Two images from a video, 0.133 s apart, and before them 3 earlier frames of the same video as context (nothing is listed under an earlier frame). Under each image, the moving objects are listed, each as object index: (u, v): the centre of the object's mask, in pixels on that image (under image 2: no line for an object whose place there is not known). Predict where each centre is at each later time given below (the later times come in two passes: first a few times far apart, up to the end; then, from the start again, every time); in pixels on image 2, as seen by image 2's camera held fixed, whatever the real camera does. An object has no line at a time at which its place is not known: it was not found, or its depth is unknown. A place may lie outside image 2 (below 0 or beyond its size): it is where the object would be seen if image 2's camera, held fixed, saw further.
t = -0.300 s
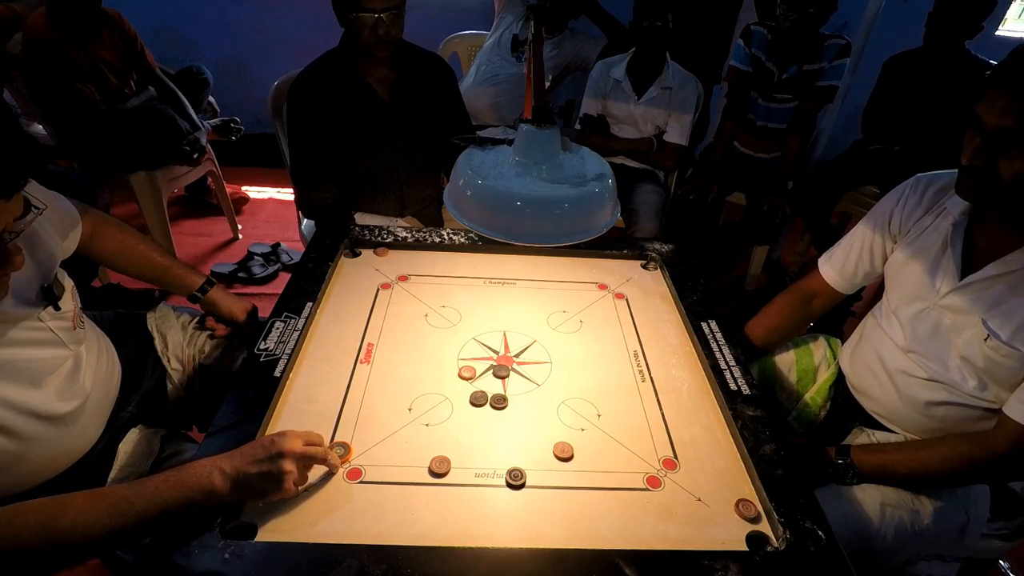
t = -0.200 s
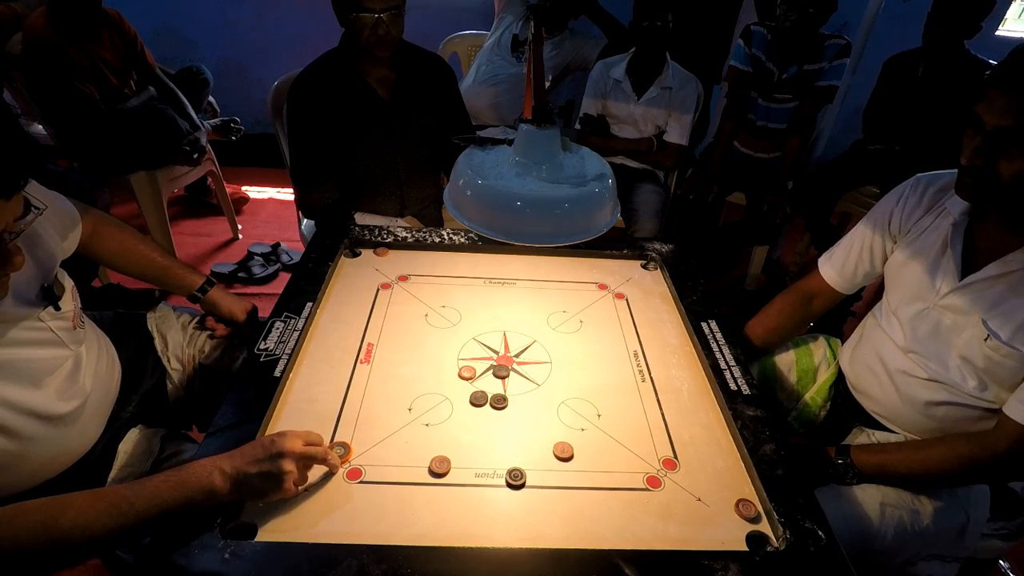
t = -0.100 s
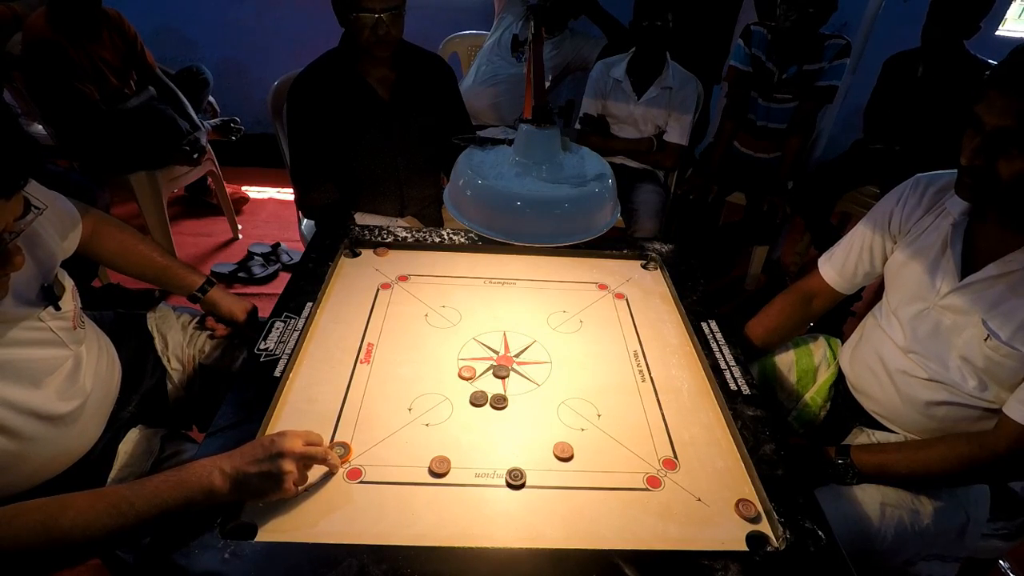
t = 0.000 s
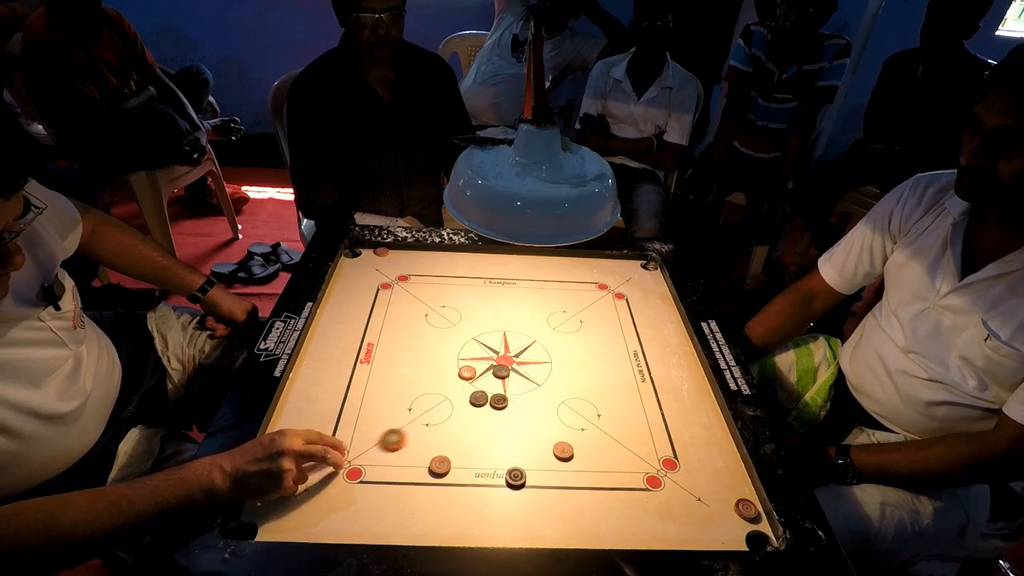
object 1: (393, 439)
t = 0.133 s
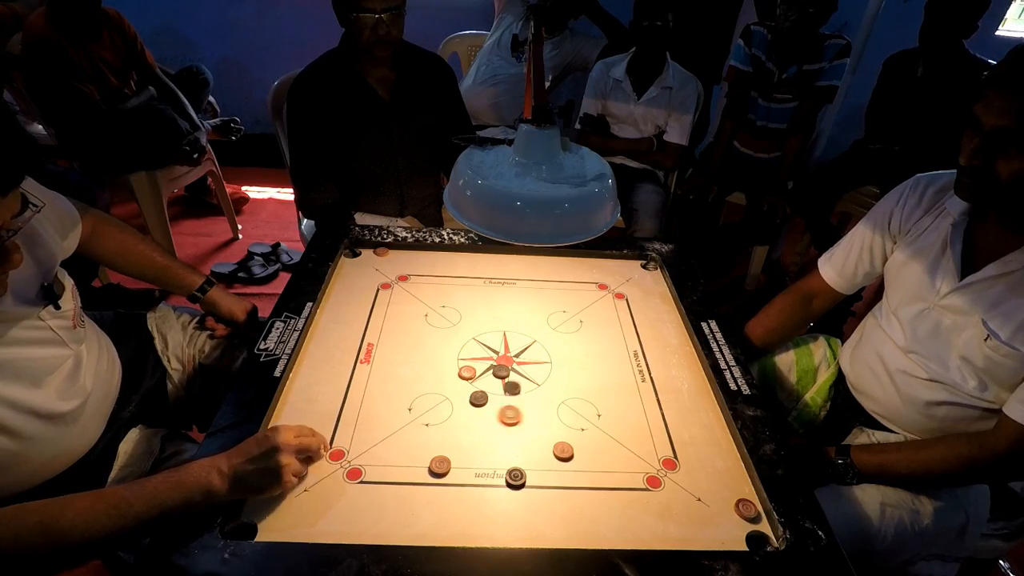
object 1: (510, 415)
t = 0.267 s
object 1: (591, 411)
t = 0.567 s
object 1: (697, 406)
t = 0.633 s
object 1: (678, 407)
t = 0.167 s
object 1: (532, 414)
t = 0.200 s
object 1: (552, 413)
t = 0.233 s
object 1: (572, 412)
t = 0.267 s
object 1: (591, 411)
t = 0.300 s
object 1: (609, 410)
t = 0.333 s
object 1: (626, 409)
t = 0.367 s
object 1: (643, 409)
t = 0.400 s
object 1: (657, 408)
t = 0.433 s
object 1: (672, 407)
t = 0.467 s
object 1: (686, 406)
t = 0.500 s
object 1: (699, 406)
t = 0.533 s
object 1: (707, 405)
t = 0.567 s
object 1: (697, 406)
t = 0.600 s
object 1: (686, 406)
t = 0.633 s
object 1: (678, 407)
